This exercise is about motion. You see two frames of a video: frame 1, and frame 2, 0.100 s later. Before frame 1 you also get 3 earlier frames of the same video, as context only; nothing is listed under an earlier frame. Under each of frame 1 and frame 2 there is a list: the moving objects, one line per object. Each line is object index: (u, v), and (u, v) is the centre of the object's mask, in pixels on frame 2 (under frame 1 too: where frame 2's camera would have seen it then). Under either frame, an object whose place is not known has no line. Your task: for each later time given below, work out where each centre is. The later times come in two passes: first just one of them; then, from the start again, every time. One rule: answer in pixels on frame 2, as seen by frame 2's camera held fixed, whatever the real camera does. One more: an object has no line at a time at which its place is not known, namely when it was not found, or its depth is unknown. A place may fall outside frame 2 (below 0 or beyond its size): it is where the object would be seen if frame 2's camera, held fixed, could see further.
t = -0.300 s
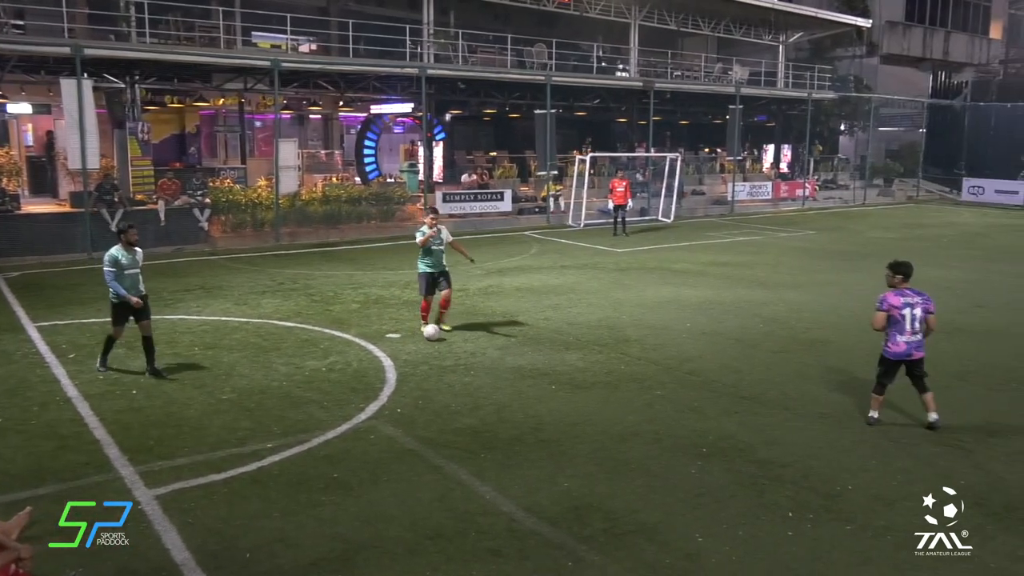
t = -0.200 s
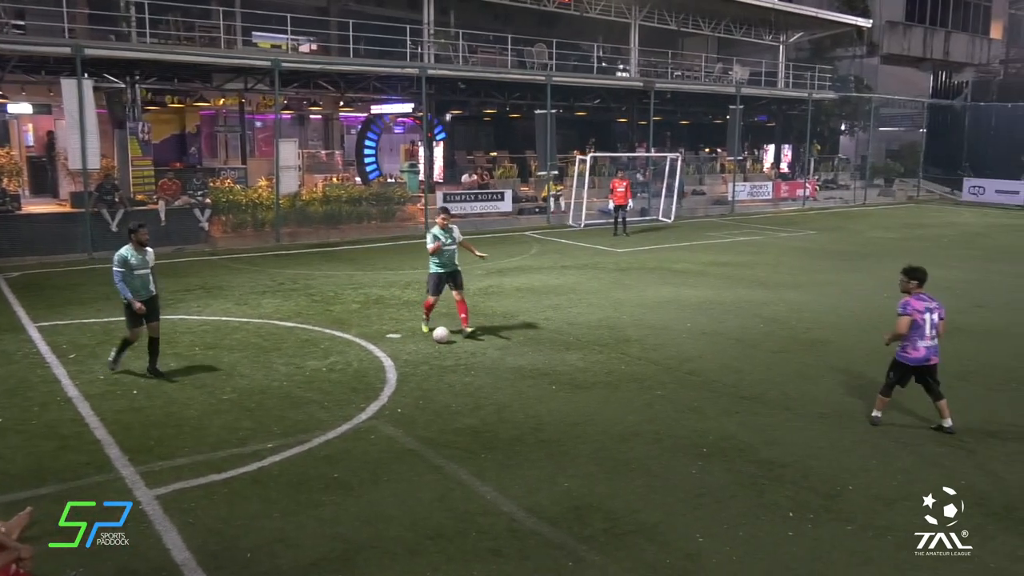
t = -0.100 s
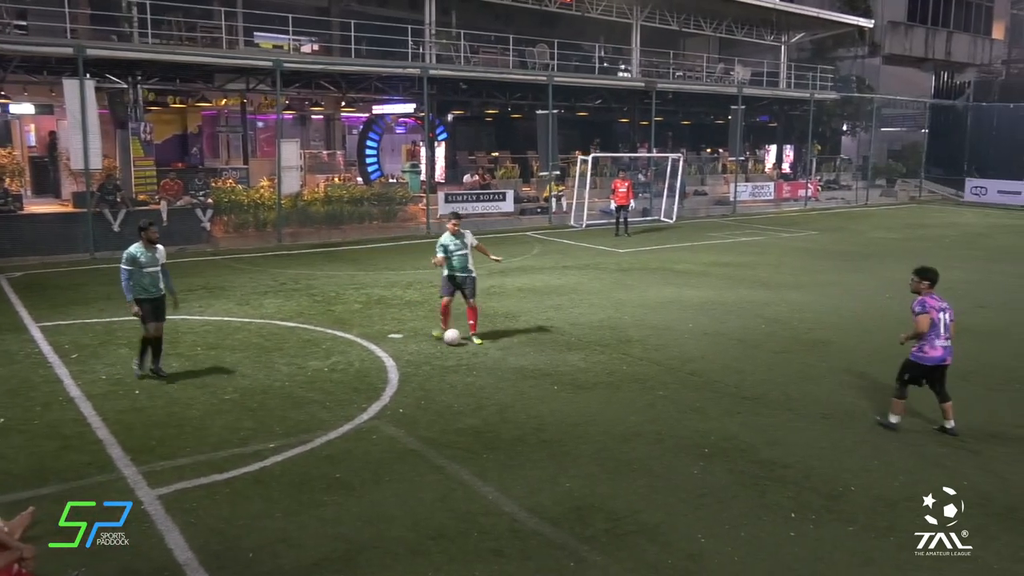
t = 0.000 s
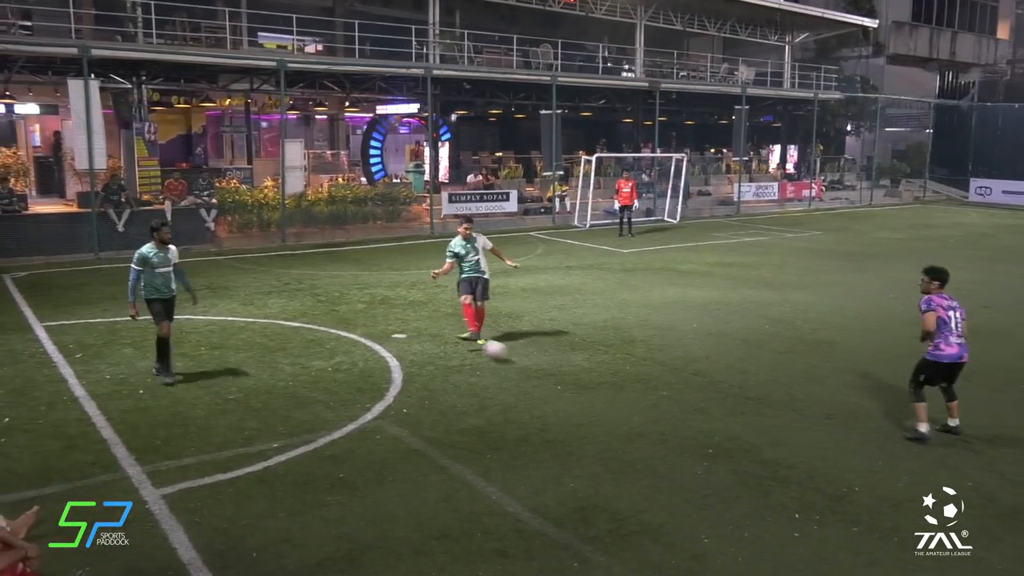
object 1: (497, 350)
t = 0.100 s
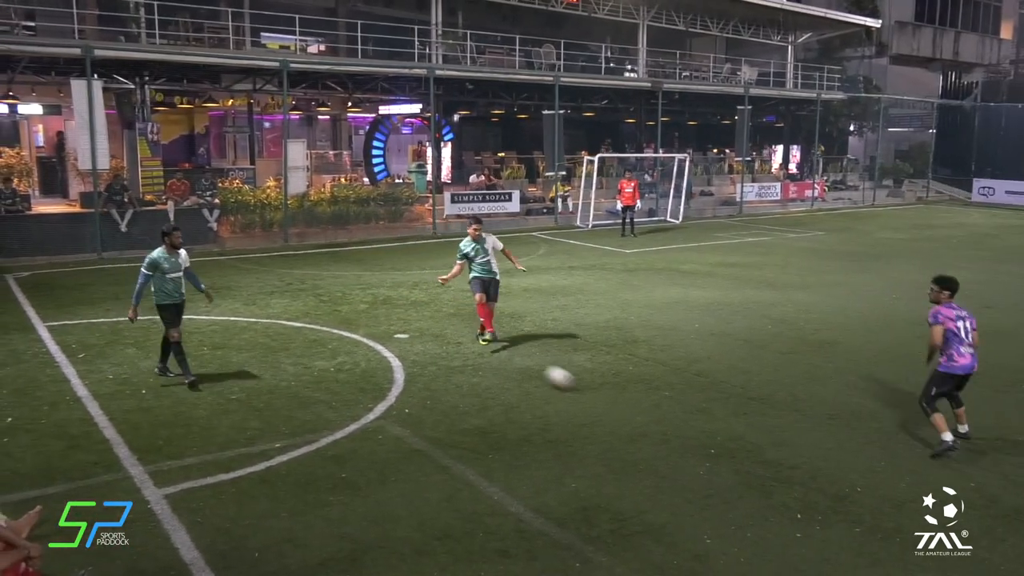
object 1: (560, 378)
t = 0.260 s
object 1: (677, 422)
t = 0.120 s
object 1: (573, 384)
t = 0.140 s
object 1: (586, 389)
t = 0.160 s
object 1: (600, 393)
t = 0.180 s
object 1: (615, 398)
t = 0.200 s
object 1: (629, 403)
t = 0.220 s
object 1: (645, 409)
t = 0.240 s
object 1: (660, 415)
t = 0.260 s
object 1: (677, 422)
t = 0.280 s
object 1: (695, 429)
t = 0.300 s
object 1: (713, 437)
